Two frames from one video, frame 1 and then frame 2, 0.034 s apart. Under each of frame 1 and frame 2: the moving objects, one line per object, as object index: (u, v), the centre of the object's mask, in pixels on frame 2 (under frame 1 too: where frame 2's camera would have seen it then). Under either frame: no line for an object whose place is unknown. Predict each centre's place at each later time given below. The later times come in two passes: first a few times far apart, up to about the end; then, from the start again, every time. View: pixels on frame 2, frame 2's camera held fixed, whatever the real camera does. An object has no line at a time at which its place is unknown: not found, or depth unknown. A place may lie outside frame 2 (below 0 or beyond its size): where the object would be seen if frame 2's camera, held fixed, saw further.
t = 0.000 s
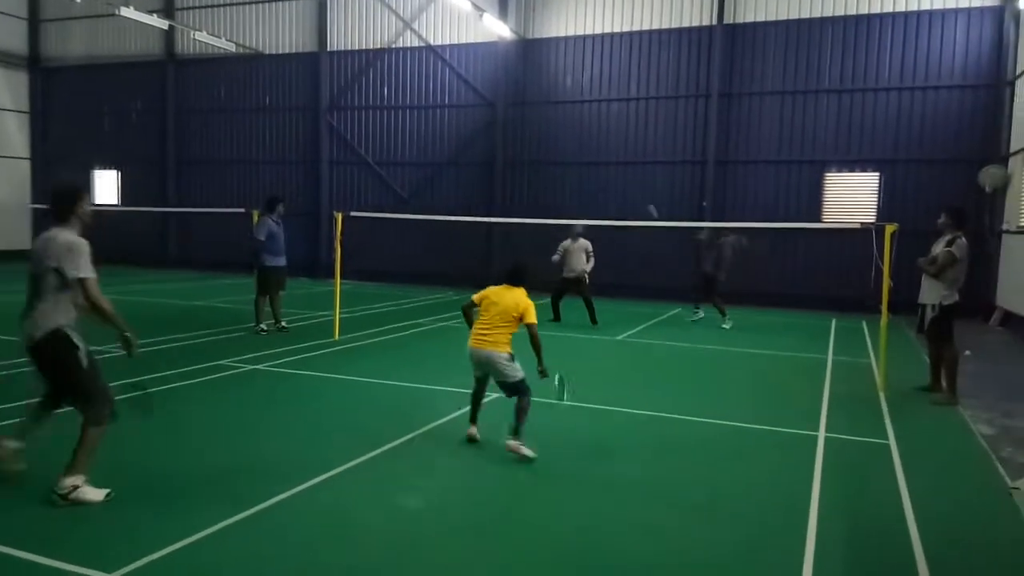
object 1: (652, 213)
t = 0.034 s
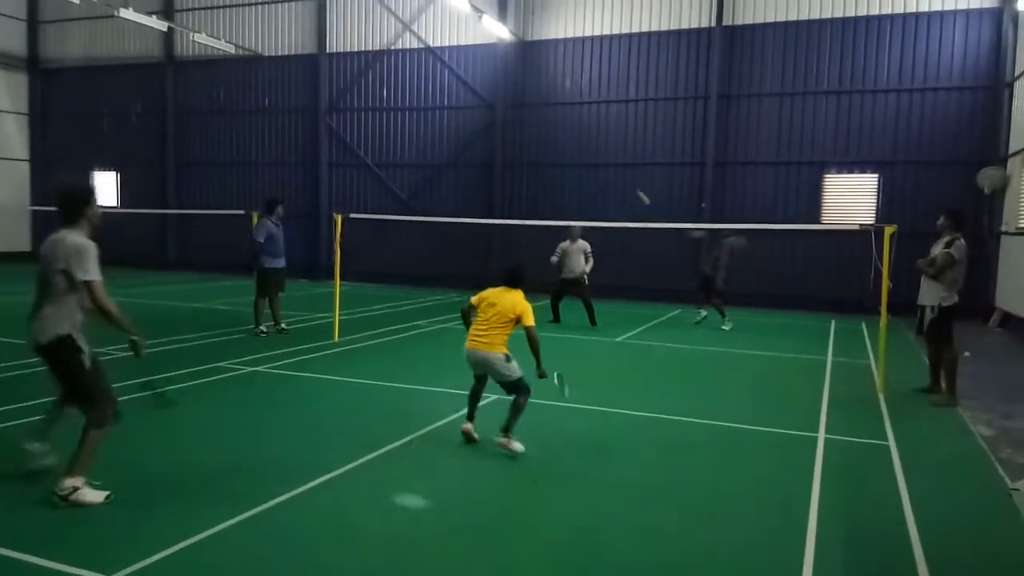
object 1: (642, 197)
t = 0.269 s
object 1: (578, 126)
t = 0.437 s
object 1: (532, 106)
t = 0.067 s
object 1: (633, 185)
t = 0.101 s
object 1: (623, 172)
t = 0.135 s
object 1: (613, 160)
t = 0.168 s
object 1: (605, 151)
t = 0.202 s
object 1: (595, 142)
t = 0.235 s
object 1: (586, 132)
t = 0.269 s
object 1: (578, 126)
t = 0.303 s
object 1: (569, 120)
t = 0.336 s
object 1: (559, 115)
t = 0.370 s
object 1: (549, 111)
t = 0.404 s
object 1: (542, 108)
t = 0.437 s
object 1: (532, 106)
